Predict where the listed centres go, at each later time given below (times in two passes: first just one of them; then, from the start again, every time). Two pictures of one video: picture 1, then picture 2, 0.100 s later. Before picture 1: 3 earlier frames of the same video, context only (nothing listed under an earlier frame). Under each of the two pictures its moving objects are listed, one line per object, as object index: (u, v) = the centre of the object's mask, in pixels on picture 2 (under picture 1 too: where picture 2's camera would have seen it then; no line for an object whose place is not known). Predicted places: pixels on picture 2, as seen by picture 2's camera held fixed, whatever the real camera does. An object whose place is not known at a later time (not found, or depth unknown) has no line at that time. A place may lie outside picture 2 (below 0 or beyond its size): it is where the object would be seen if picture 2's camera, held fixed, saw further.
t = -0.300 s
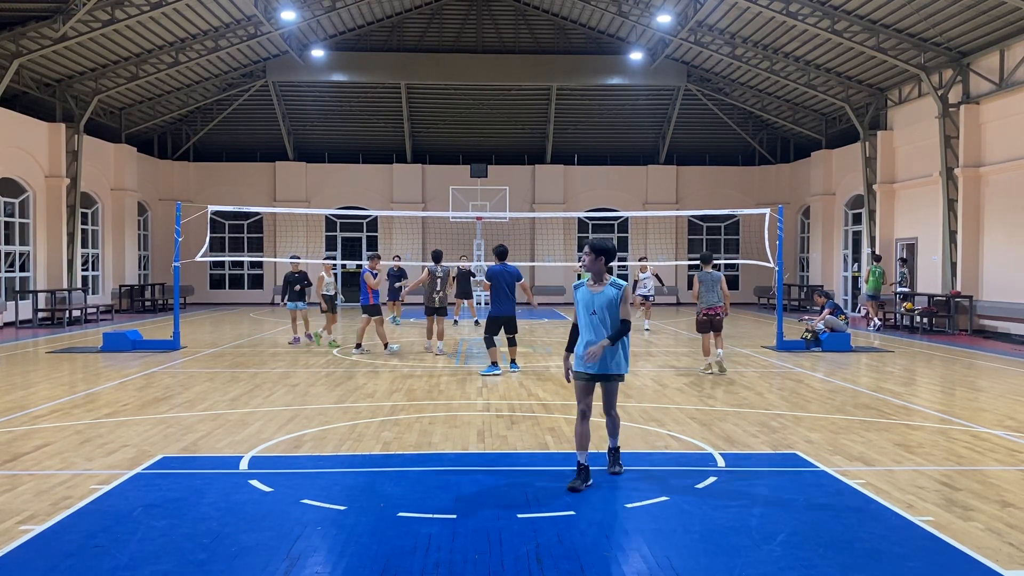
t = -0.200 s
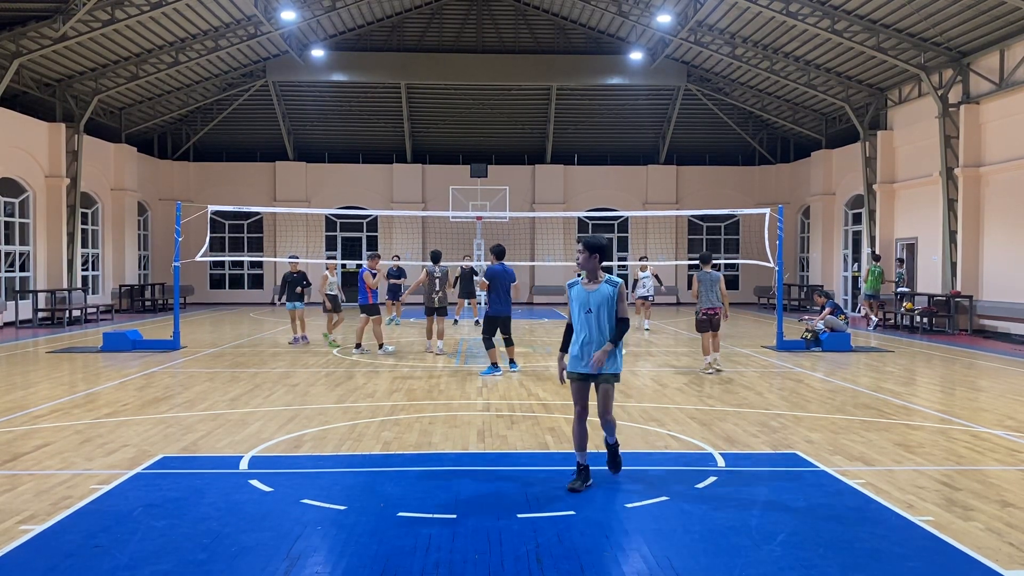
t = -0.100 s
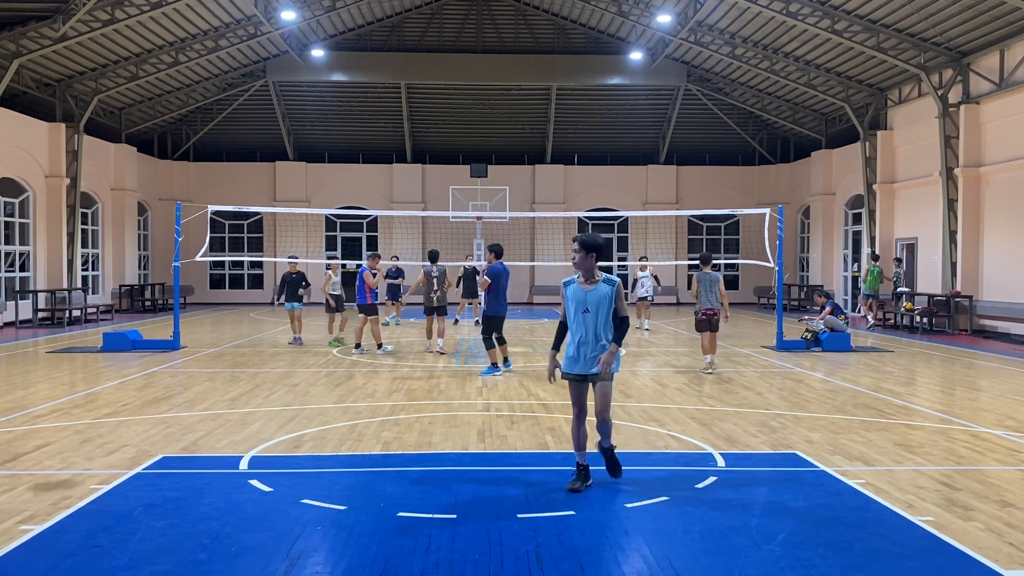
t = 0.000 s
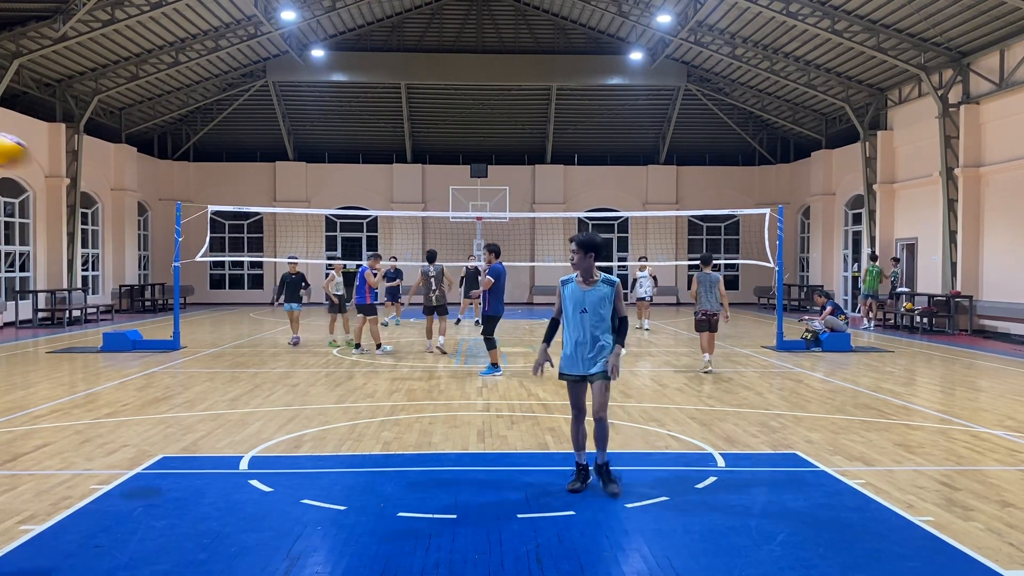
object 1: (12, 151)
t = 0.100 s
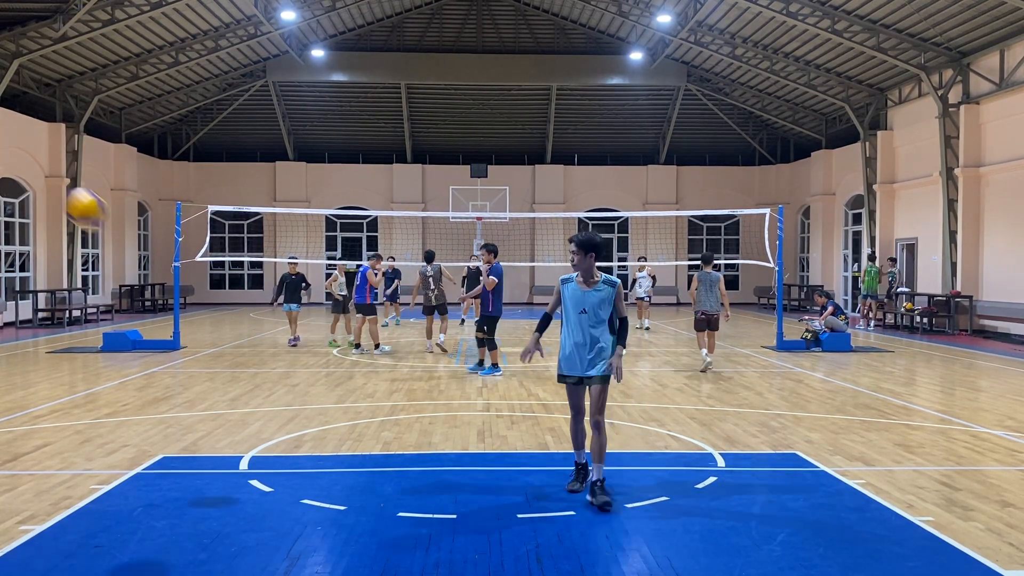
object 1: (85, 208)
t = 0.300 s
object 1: (245, 378)
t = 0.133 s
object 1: (111, 230)
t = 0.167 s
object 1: (137, 254)
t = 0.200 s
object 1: (166, 281)
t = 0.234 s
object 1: (190, 310)
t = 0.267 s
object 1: (218, 344)
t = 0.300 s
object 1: (245, 378)
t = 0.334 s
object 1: (271, 413)
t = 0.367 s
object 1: (297, 450)
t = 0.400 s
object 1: (323, 488)
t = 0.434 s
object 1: (346, 498)
